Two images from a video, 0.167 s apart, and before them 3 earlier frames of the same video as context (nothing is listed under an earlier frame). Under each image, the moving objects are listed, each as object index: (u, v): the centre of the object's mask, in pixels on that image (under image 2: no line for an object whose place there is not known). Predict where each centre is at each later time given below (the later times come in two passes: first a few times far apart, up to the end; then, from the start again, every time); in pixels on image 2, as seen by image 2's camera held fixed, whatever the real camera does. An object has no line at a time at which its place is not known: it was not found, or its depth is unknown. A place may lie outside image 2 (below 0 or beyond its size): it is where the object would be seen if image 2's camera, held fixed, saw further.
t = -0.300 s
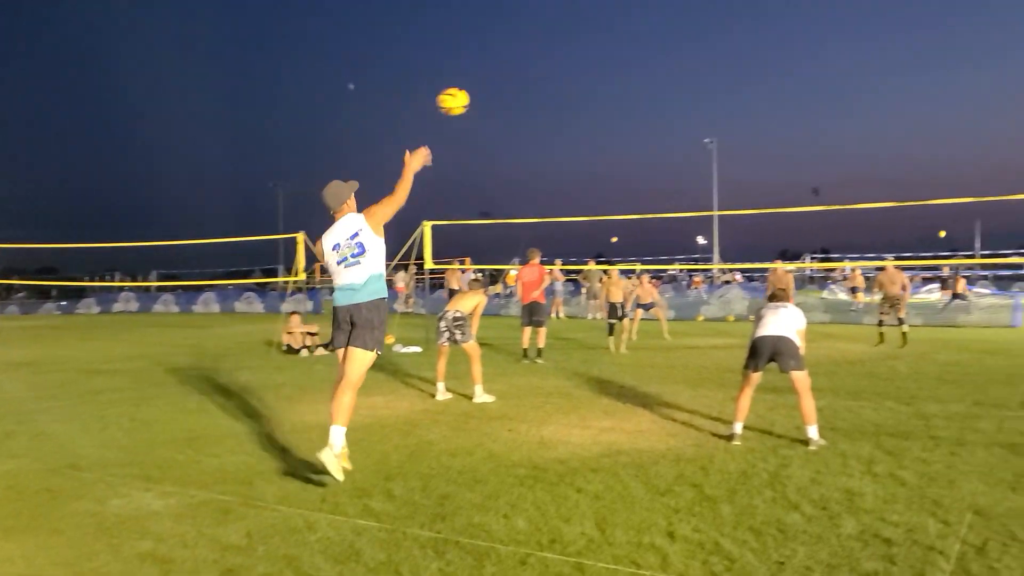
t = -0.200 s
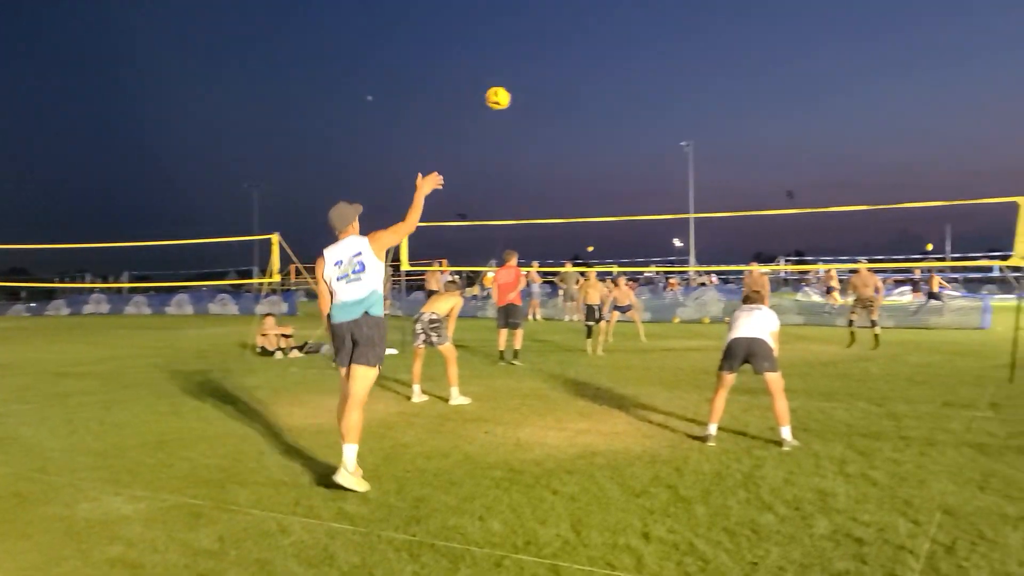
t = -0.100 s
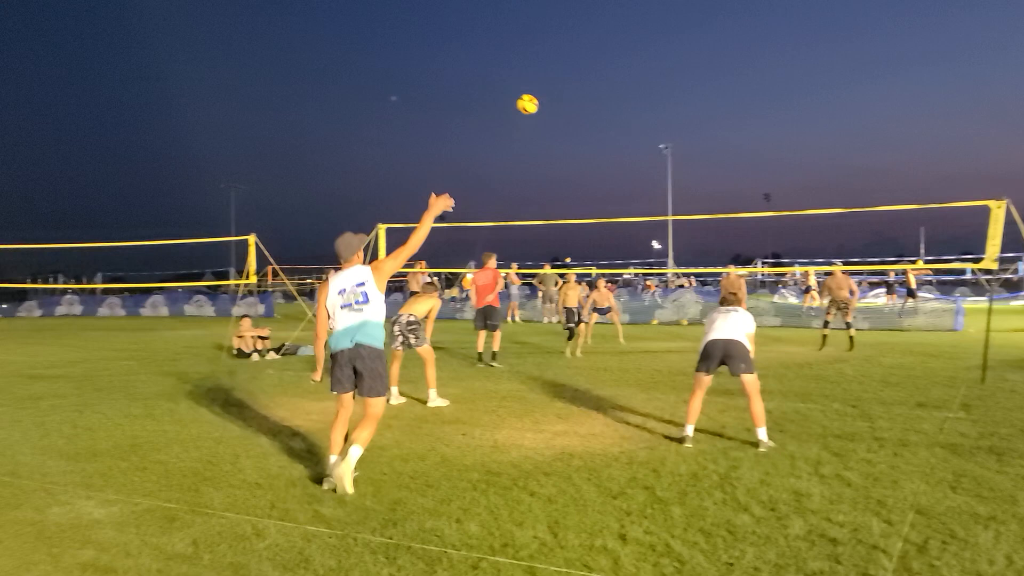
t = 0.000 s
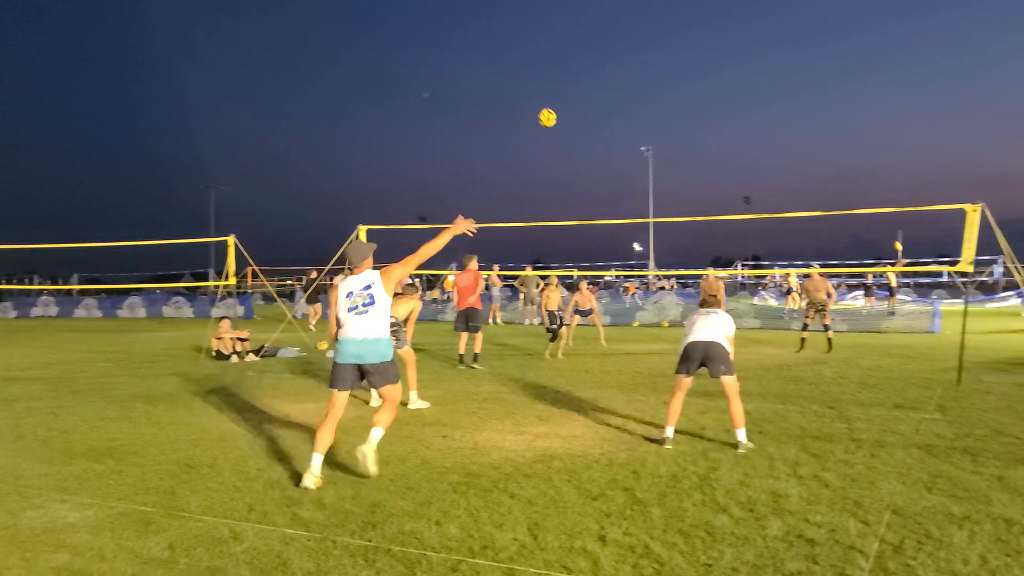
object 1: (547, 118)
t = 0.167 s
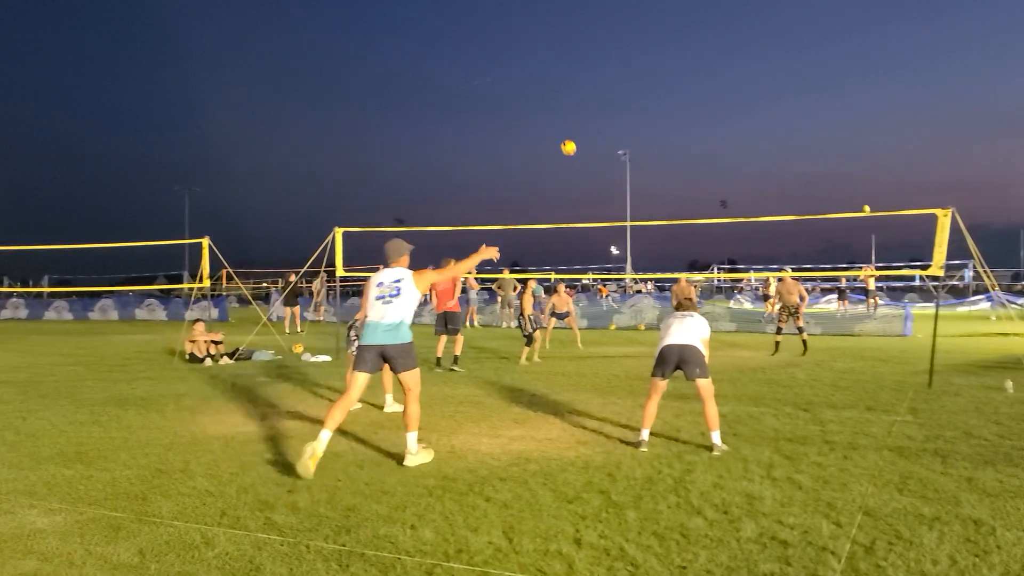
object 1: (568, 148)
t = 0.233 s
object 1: (581, 161)
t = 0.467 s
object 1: (613, 211)
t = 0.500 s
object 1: (617, 218)
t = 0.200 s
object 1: (575, 154)
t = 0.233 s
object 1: (581, 161)
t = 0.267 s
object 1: (586, 167)
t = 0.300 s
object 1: (591, 174)
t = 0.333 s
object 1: (596, 181)
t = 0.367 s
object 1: (601, 189)
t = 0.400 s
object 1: (605, 196)
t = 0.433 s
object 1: (609, 204)
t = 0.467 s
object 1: (613, 211)
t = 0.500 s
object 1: (617, 218)
